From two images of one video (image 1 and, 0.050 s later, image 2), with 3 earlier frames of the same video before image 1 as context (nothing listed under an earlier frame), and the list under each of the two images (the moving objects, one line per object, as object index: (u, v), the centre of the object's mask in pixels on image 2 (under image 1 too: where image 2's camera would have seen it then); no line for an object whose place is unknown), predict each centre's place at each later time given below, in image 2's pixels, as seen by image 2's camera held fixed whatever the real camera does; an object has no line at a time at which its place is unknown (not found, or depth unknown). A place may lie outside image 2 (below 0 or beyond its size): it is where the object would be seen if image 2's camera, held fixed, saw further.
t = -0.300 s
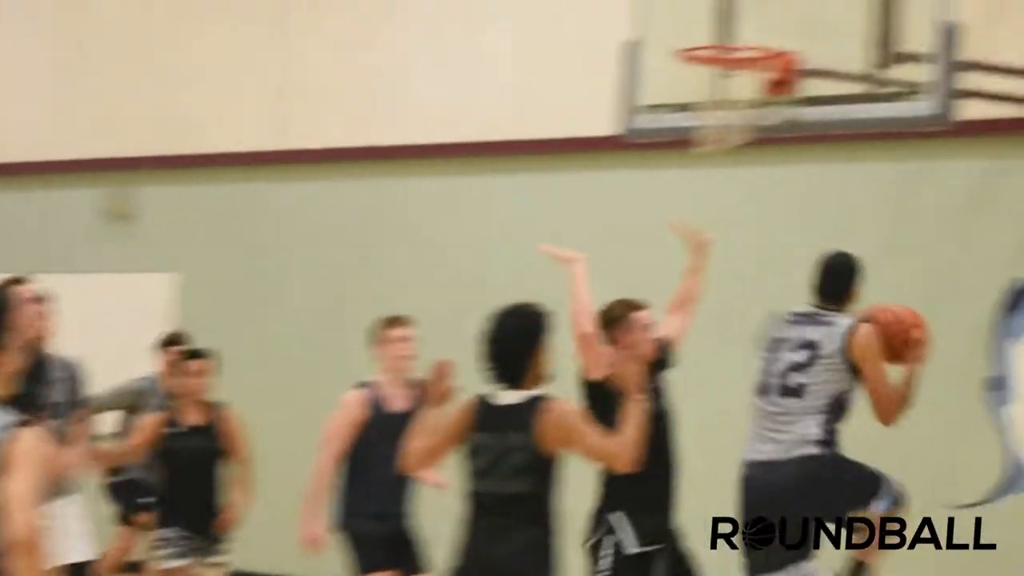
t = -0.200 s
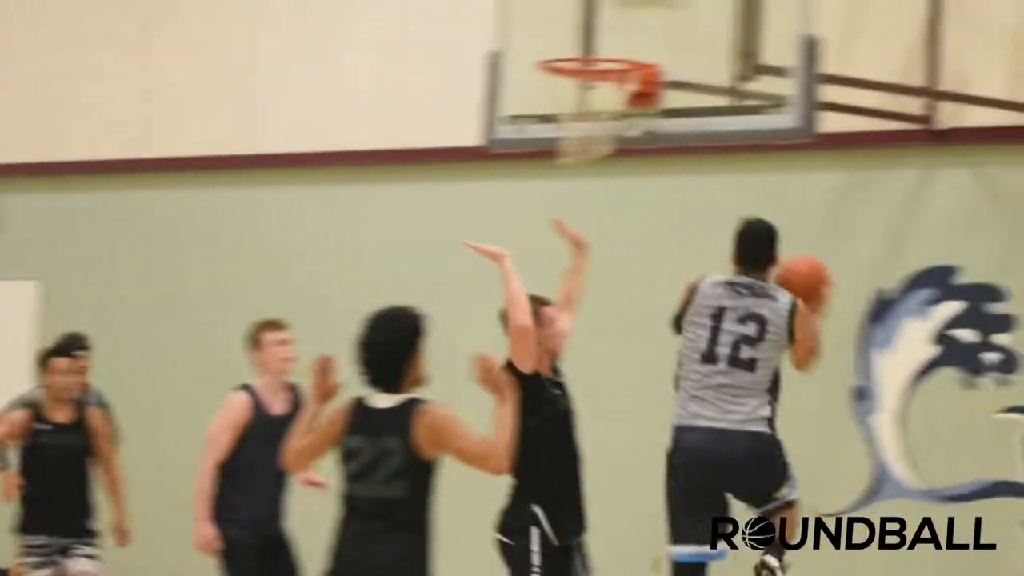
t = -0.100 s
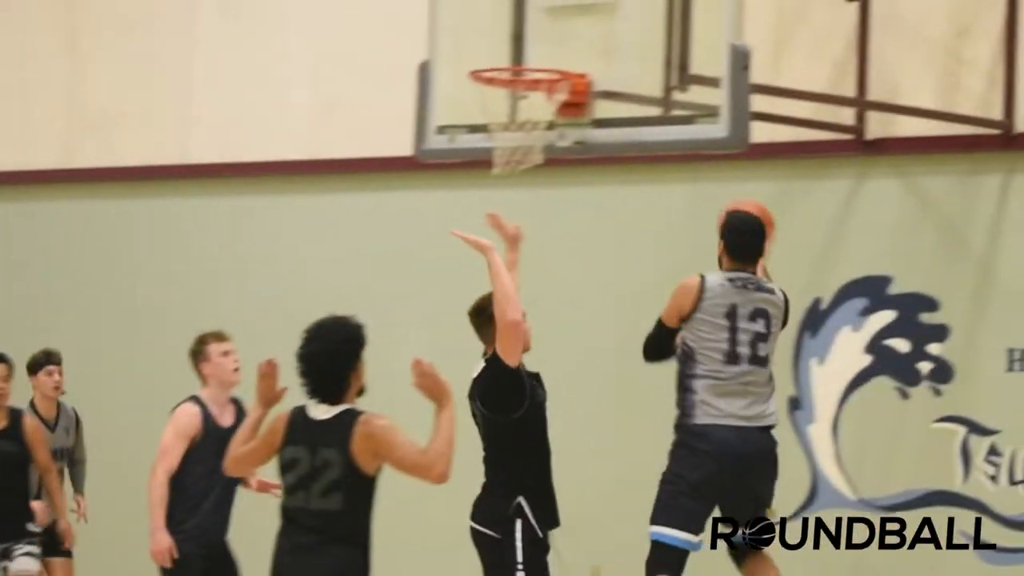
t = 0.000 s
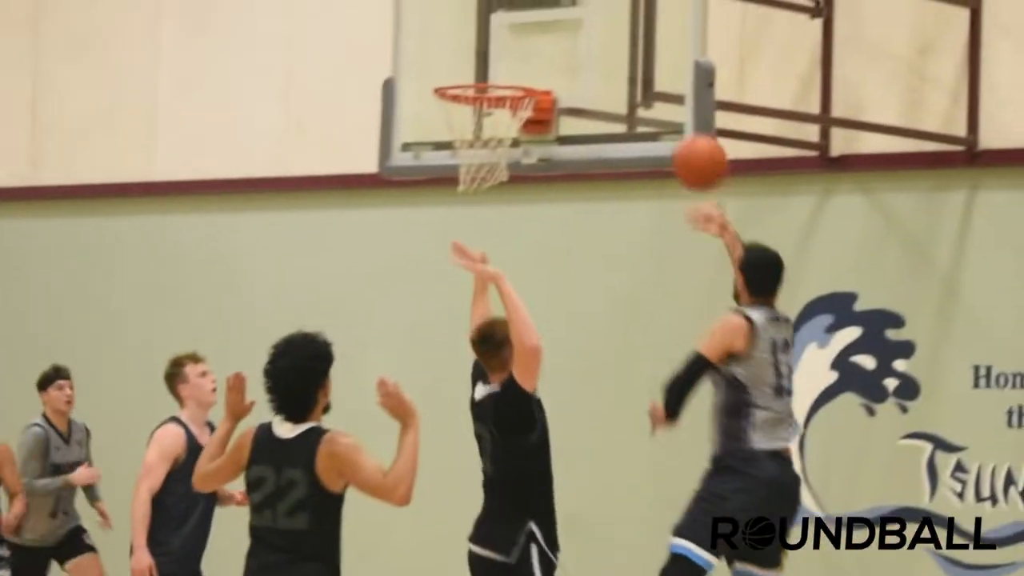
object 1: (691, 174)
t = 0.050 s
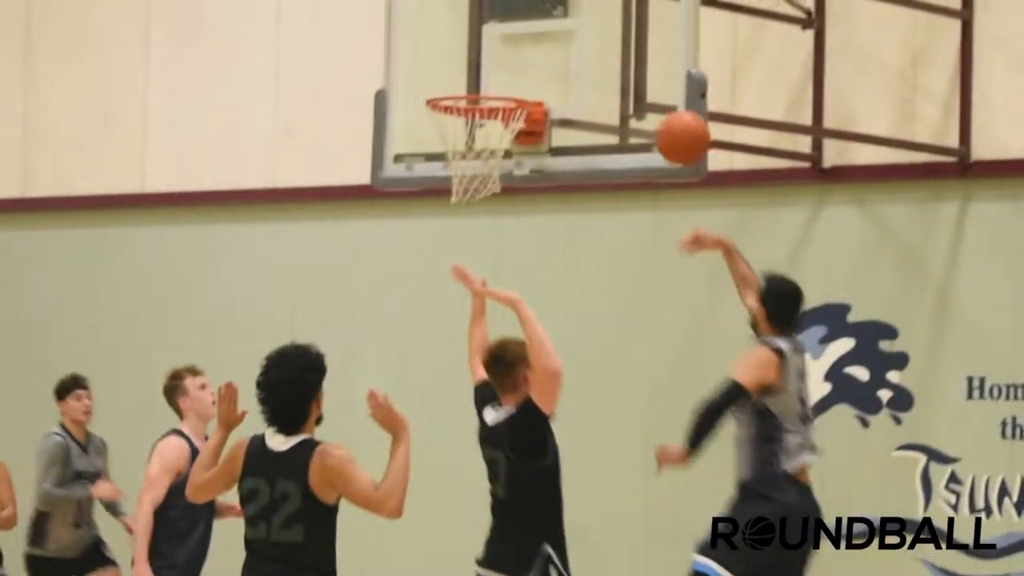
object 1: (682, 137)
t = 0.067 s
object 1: (680, 127)
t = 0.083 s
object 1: (676, 118)
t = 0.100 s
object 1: (673, 109)
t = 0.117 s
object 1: (670, 100)
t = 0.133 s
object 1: (666, 92)
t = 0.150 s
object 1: (663, 84)
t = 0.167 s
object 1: (660, 77)
